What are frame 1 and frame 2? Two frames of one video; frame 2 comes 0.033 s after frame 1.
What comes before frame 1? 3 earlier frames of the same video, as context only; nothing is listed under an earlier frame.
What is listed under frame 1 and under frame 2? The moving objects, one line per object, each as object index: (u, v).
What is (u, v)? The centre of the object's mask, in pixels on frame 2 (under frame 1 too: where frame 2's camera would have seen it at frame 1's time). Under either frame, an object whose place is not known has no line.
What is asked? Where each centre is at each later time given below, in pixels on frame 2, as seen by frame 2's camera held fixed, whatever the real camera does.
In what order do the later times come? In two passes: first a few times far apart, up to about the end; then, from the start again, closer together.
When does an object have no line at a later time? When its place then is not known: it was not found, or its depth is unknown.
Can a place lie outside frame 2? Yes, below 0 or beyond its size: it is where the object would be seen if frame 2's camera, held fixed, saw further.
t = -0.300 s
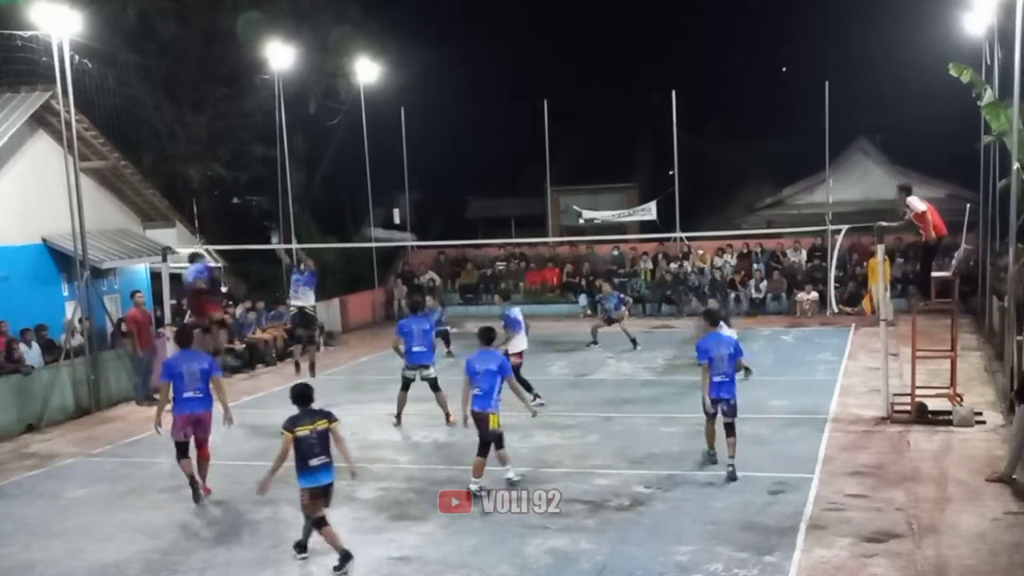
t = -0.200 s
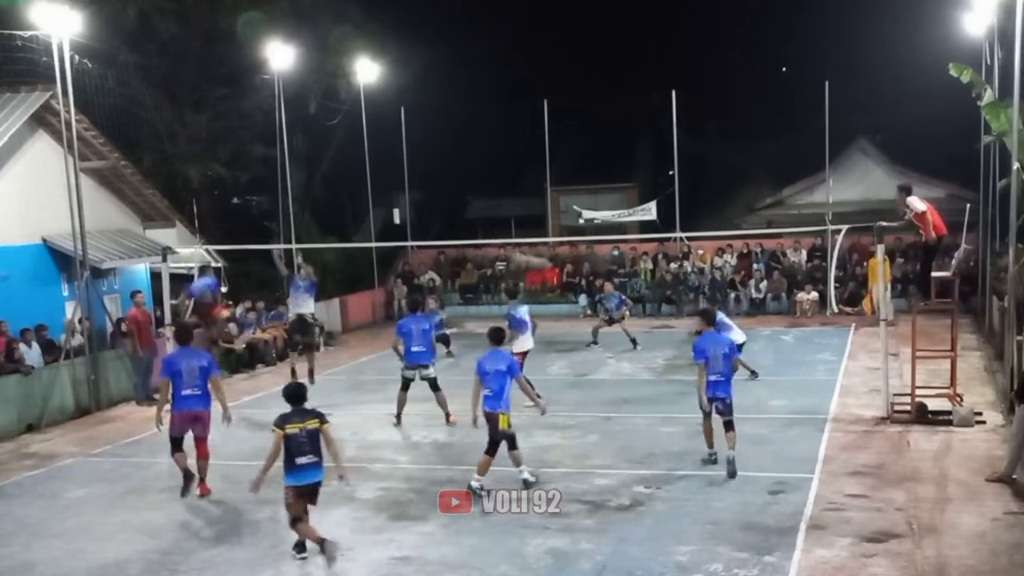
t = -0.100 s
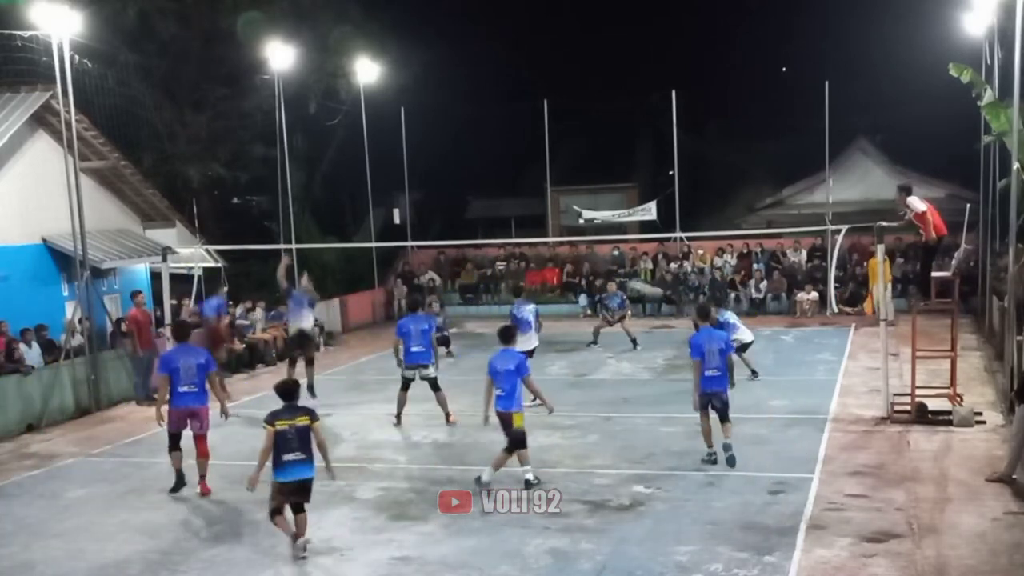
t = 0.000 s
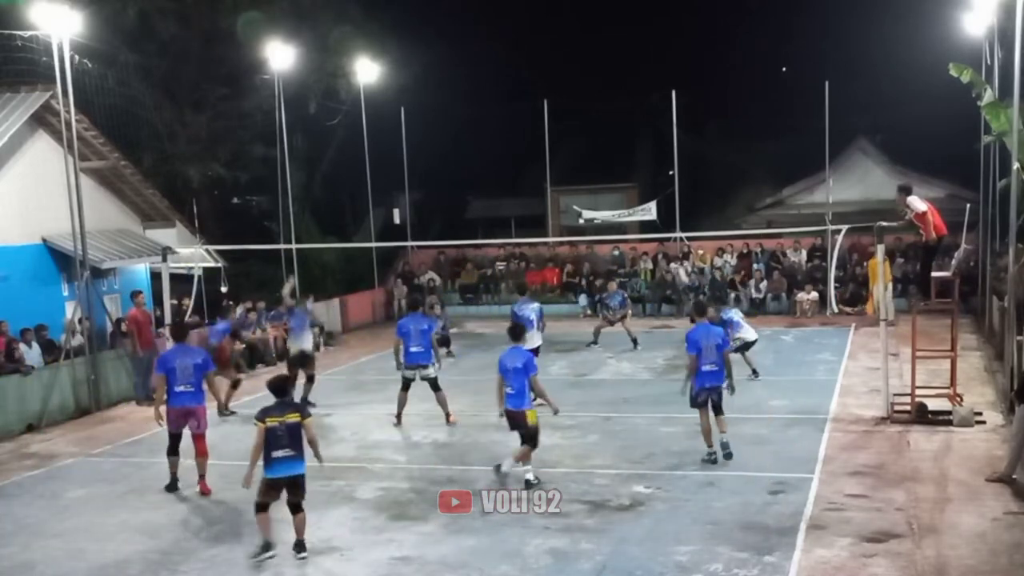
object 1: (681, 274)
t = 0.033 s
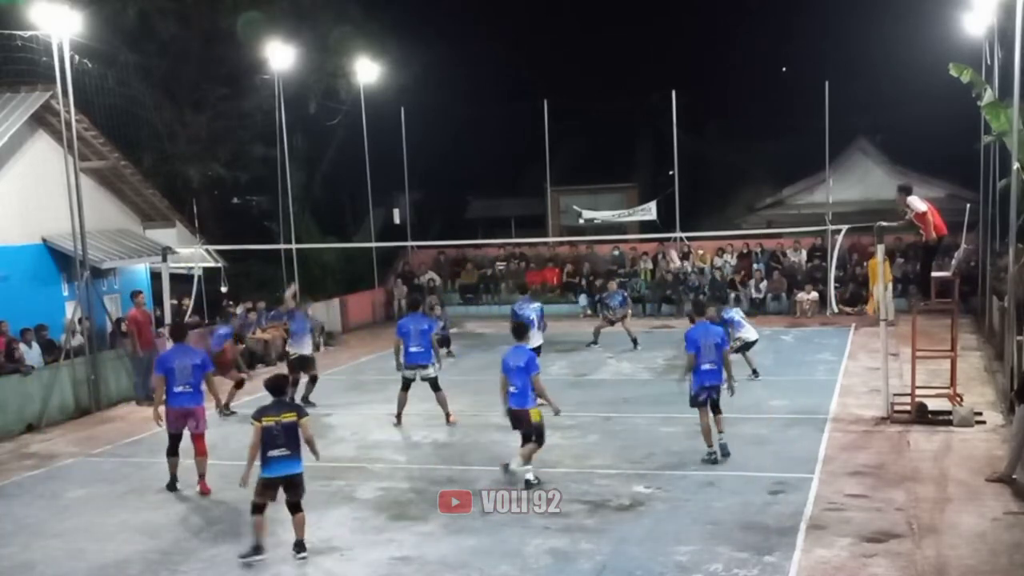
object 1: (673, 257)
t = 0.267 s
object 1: (621, 156)
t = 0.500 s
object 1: (572, 84)
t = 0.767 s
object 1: (521, 41)
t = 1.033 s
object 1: (473, 39)
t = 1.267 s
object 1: (435, 71)
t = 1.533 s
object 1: (395, 140)
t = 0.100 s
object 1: (658, 226)
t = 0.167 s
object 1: (642, 196)
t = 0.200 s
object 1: (635, 182)
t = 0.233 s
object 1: (627, 168)
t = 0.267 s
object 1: (621, 156)
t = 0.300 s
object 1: (614, 144)
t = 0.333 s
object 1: (605, 131)
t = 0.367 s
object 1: (599, 121)
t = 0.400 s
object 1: (592, 111)
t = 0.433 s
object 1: (586, 102)
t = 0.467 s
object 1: (579, 92)
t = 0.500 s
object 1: (572, 84)
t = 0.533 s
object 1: (566, 77)
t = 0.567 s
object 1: (559, 69)
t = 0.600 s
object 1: (552, 63)
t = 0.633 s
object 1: (546, 58)
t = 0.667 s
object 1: (539, 52)
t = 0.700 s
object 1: (533, 48)
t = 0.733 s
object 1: (527, 44)
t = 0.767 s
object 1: (521, 41)
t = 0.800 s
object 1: (514, 38)
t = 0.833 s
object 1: (509, 37)
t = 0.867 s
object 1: (502, 35)
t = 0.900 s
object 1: (496, 35)
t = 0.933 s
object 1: (491, 35)
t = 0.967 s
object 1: (485, 36)
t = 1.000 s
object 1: (479, 37)
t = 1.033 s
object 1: (473, 39)
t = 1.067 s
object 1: (468, 42)
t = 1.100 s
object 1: (462, 45)
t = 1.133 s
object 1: (457, 48)
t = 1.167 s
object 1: (451, 53)
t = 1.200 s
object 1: (446, 59)
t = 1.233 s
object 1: (440, 64)
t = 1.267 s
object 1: (435, 71)
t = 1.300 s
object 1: (430, 77)
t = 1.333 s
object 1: (425, 84)
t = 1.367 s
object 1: (420, 93)
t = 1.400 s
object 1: (415, 101)
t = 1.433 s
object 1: (410, 110)
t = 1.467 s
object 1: (405, 120)
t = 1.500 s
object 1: (400, 130)
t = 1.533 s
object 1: (395, 140)
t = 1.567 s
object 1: (391, 153)
